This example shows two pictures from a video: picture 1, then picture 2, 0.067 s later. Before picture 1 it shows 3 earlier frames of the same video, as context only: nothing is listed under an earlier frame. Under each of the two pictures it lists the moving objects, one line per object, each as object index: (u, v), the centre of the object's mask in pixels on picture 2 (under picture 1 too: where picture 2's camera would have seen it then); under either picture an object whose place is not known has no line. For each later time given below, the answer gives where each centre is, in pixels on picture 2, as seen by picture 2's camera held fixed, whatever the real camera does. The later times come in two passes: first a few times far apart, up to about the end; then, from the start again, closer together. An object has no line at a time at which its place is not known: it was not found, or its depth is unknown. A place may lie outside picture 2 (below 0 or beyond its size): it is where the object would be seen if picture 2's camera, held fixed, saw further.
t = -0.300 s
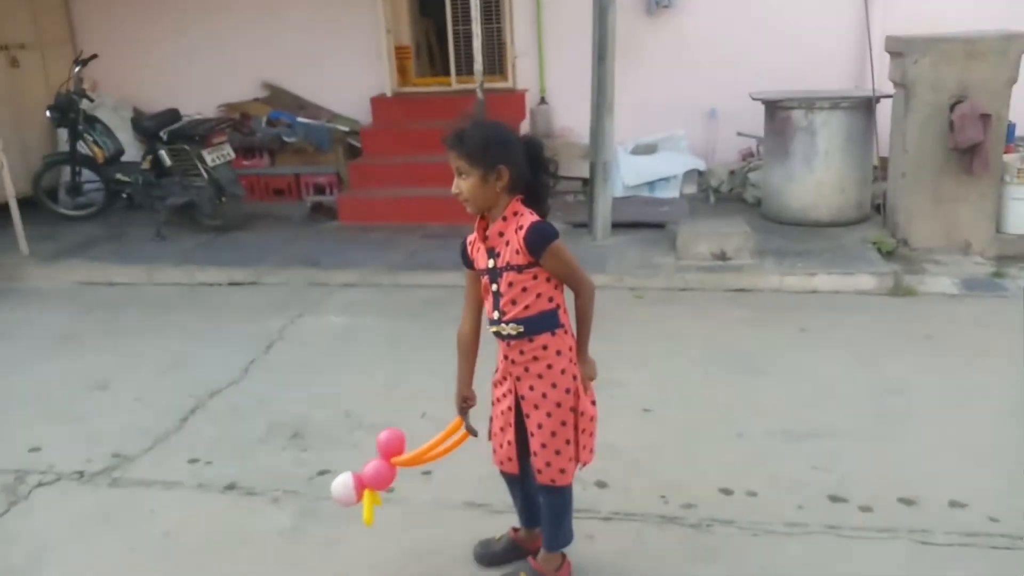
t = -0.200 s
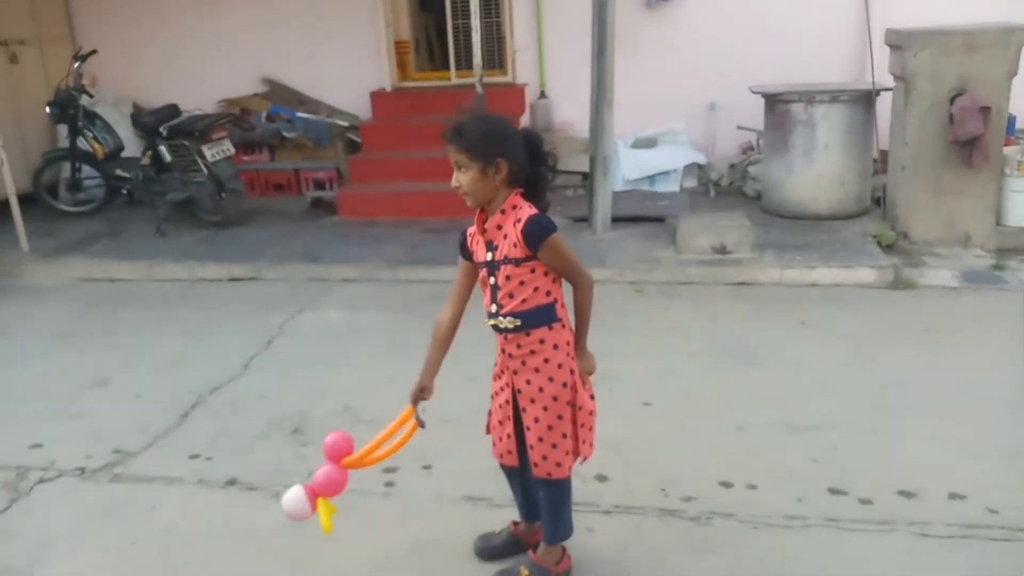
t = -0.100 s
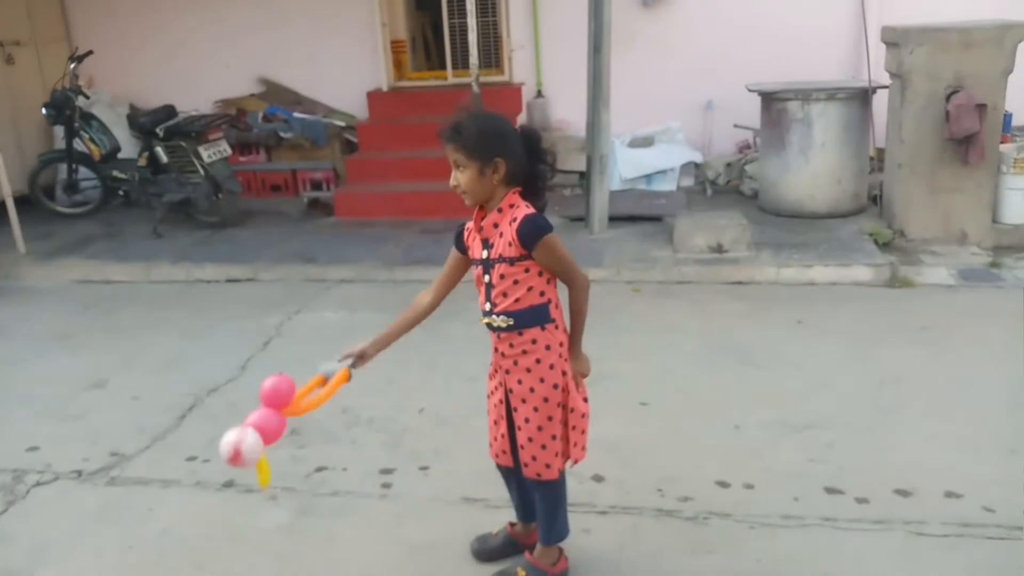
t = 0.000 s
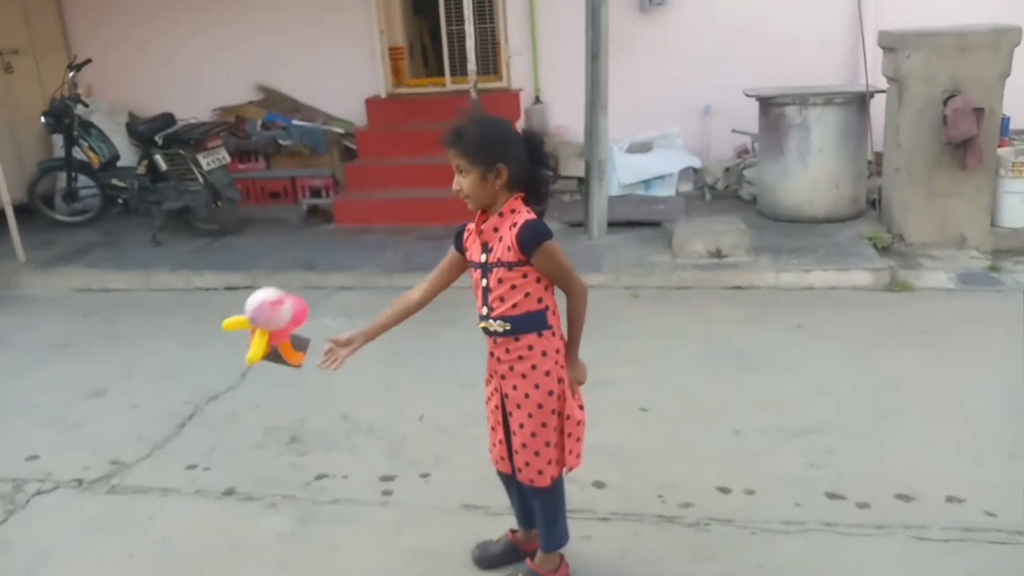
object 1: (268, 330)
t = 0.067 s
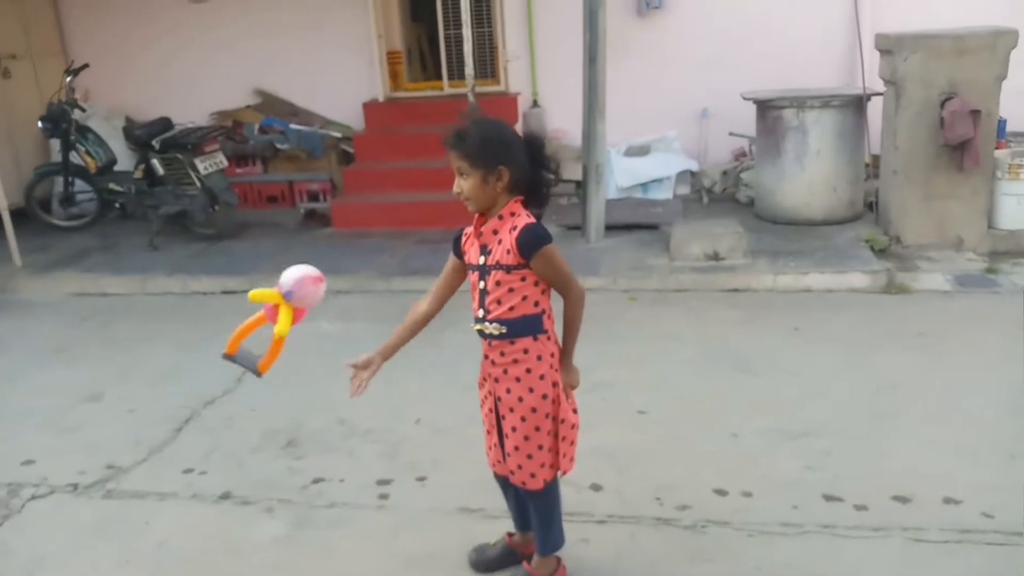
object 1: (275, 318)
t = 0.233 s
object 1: (244, 400)
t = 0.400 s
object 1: (239, 538)
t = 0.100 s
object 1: (274, 322)
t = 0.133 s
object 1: (266, 335)
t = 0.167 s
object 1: (258, 354)
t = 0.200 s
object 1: (253, 374)
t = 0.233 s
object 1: (244, 400)
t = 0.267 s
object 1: (232, 432)
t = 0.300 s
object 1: (219, 470)
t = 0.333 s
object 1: (225, 493)
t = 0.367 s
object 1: (232, 517)
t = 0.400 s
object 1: (239, 538)
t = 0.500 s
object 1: (238, 561)
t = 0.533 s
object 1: (239, 560)
